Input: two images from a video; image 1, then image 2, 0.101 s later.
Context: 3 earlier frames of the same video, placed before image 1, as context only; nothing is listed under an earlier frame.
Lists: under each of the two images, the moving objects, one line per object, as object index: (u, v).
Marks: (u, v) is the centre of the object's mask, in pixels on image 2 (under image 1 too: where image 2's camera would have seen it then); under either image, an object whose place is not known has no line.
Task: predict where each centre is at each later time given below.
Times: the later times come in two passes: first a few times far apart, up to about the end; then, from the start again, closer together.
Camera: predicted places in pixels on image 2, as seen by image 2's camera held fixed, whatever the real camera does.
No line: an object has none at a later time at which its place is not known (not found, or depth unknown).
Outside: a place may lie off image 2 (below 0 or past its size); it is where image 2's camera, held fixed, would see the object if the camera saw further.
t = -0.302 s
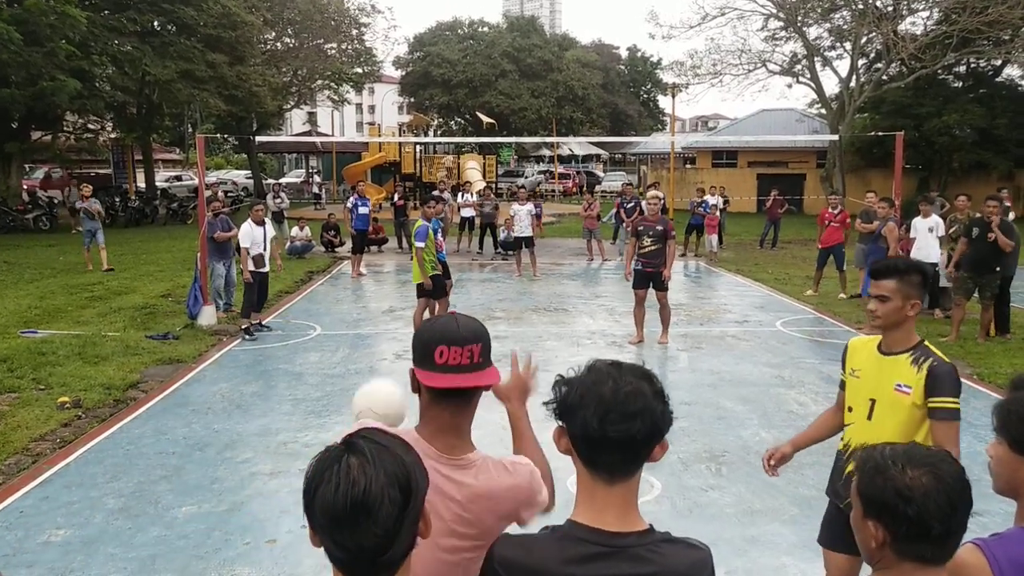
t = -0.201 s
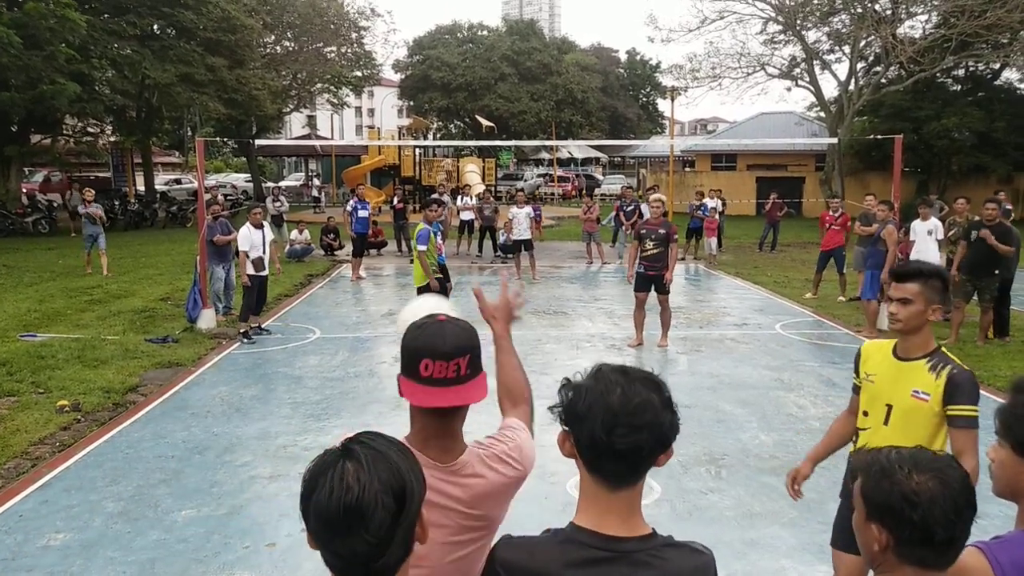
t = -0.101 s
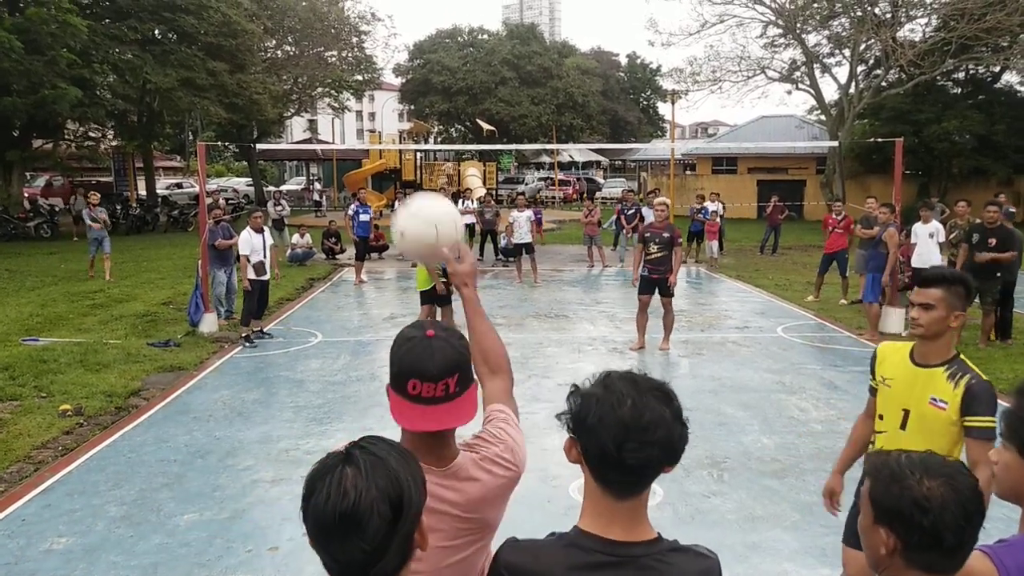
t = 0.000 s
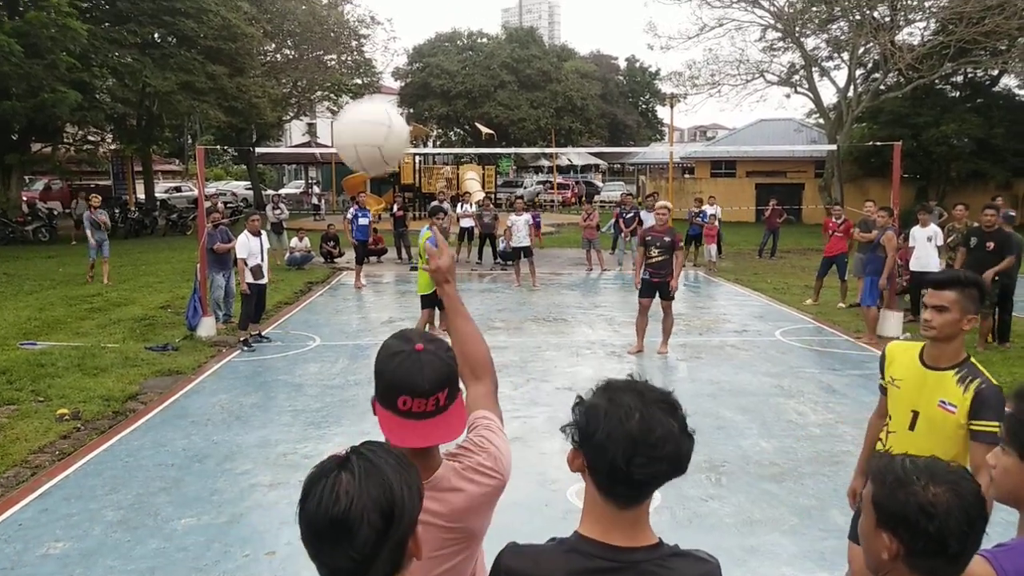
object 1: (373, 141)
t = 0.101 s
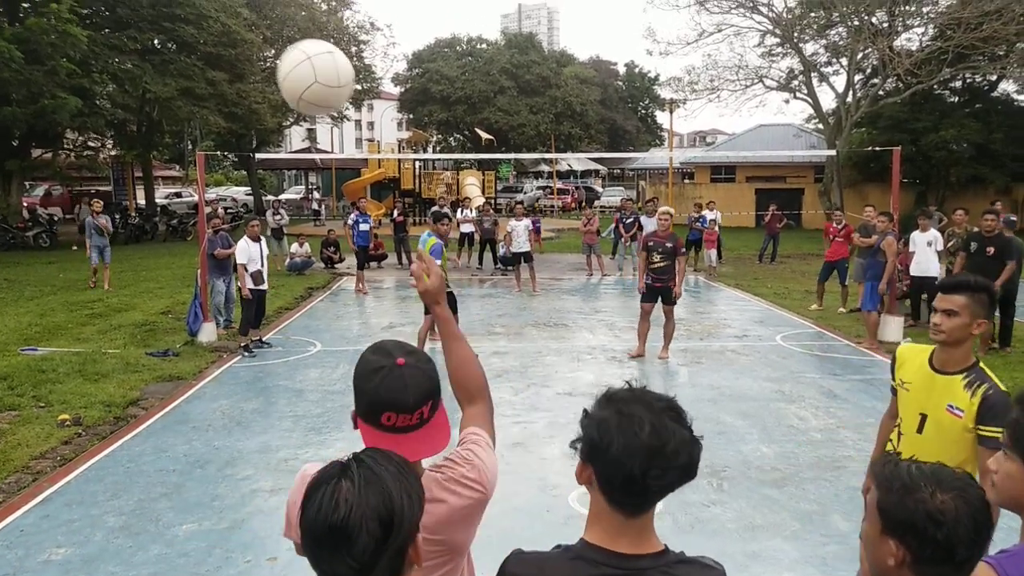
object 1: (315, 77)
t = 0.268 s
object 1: (222, 45)
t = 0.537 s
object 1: (89, 198)
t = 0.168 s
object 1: (279, 53)
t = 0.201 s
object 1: (260, 46)
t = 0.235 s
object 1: (241, 44)
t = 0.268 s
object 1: (222, 45)
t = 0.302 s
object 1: (206, 49)
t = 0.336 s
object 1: (188, 59)
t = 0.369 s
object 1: (170, 72)
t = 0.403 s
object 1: (152, 90)
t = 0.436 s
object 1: (135, 111)
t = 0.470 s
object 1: (119, 136)
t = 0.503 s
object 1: (104, 165)
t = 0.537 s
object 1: (89, 198)
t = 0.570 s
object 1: (71, 236)
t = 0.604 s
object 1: (56, 276)
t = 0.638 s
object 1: (43, 318)
